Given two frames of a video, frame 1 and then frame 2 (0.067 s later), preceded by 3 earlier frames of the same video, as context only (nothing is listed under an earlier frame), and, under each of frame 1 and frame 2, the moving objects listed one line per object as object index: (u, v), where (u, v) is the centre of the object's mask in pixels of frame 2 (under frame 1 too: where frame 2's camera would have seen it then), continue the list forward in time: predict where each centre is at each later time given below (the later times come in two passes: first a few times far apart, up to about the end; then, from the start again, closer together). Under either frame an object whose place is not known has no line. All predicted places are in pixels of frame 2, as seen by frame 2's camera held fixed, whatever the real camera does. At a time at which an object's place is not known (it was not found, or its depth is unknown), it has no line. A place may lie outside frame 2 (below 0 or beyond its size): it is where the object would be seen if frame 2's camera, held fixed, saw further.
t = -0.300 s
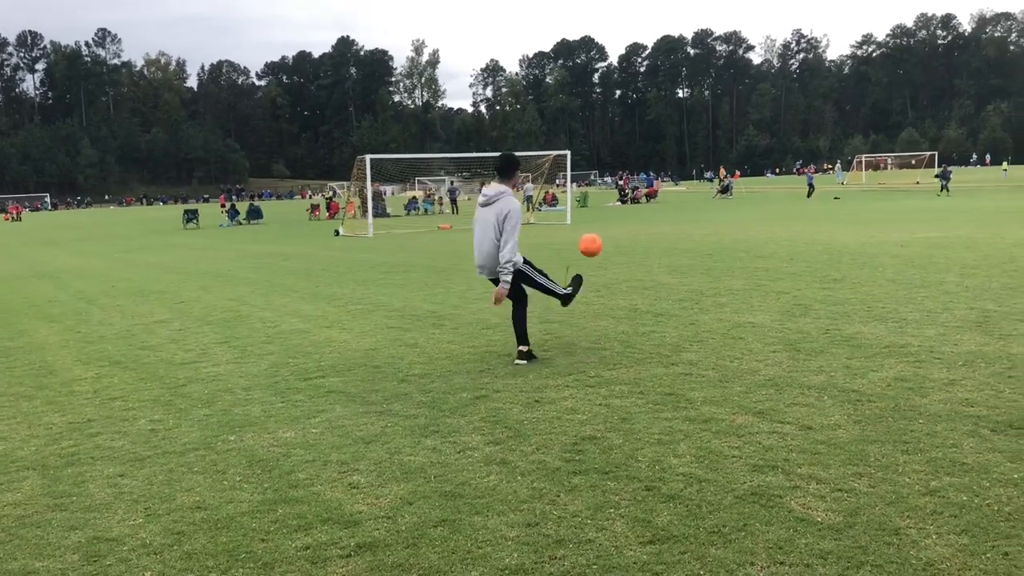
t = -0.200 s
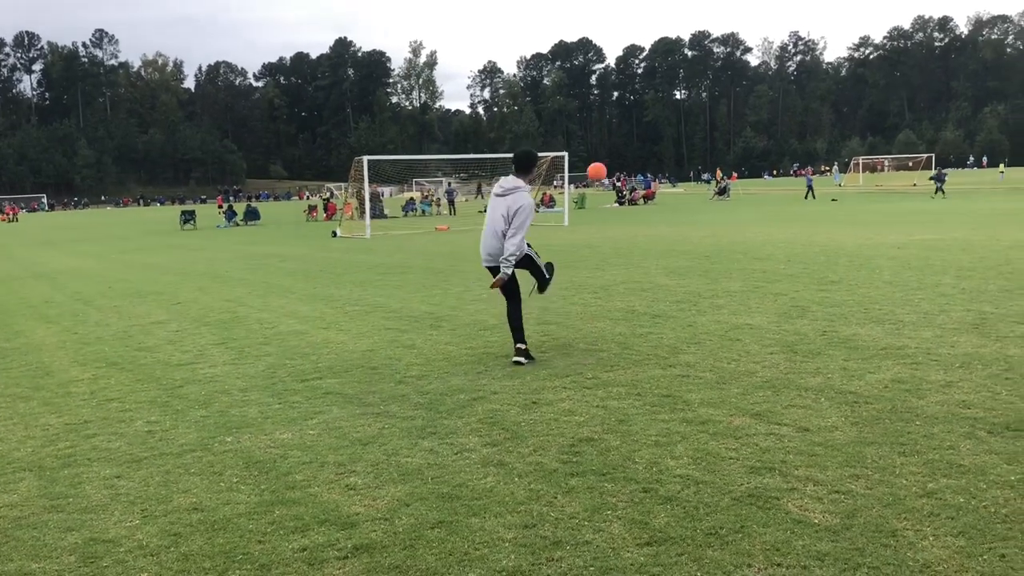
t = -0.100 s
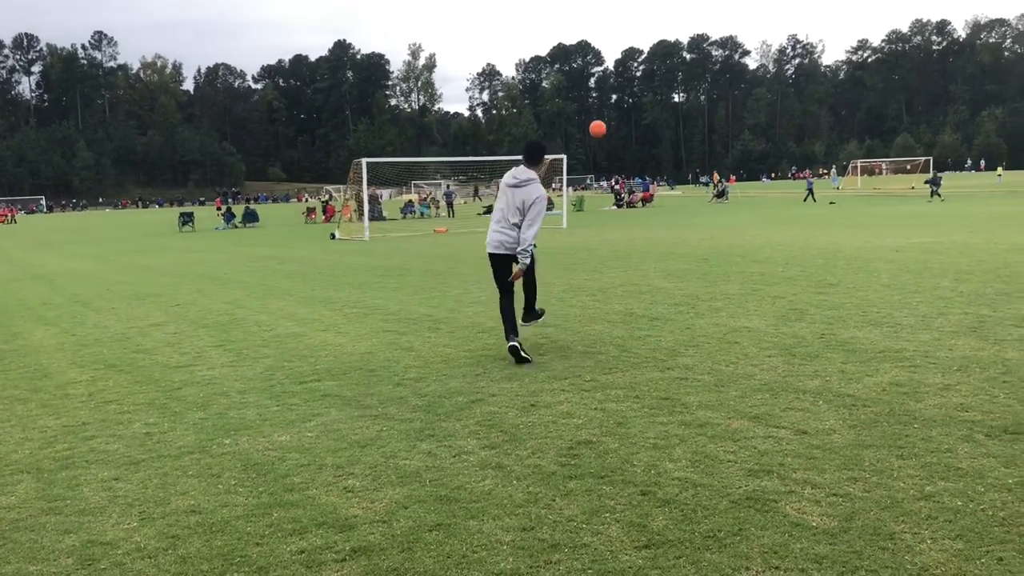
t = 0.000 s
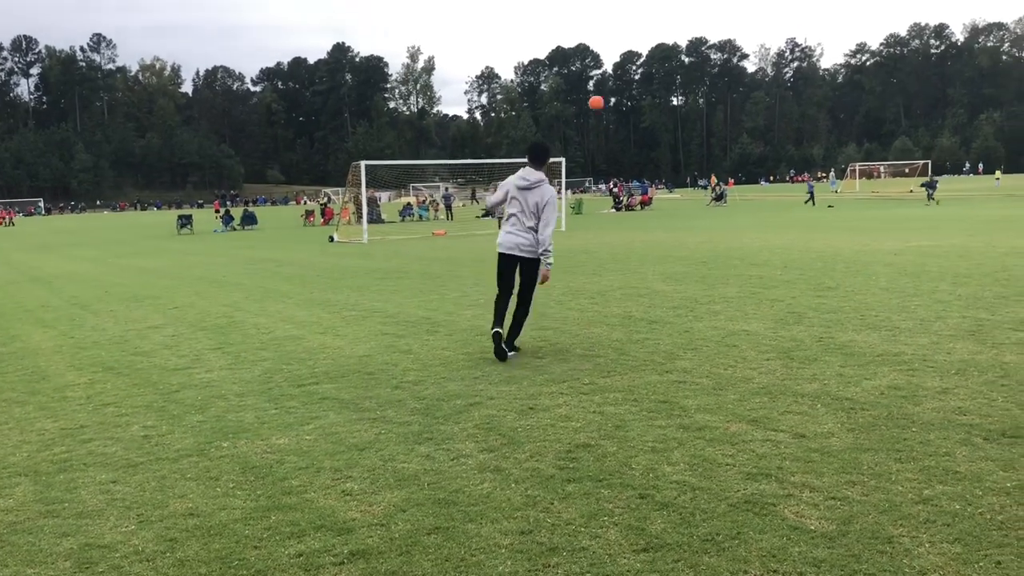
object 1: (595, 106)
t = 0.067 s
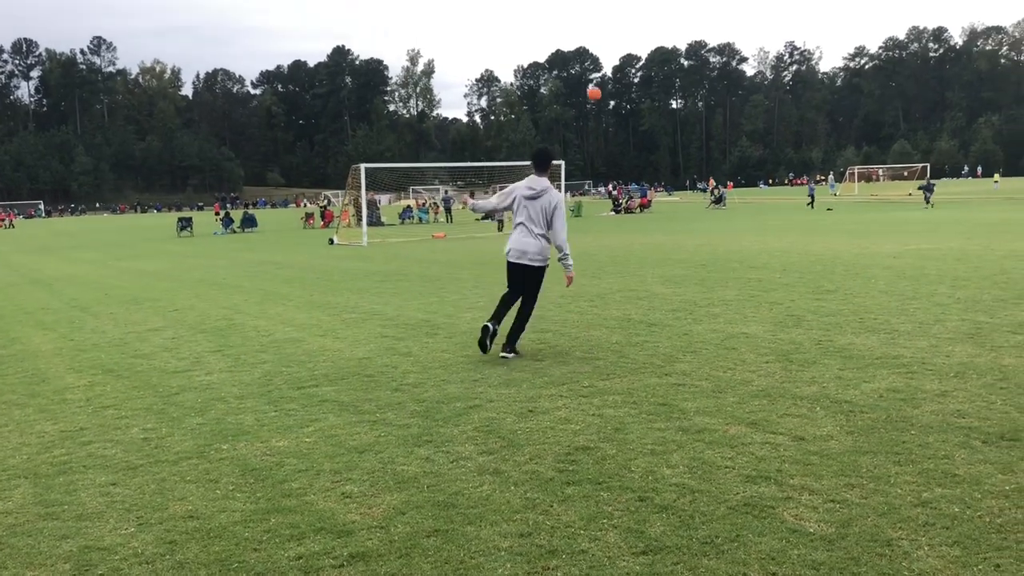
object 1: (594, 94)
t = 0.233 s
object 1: (587, 79)
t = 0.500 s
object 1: (573, 85)
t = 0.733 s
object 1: (558, 108)
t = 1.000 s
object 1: (540, 147)
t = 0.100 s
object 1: (593, 89)
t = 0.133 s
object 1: (592, 86)
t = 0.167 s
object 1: (591, 82)
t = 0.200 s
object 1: (589, 80)
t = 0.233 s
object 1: (587, 79)
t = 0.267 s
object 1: (585, 78)
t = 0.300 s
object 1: (584, 77)
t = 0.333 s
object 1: (583, 78)
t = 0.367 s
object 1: (580, 78)
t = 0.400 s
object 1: (578, 80)
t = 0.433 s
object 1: (576, 81)
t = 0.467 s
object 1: (574, 83)
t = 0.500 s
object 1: (573, 85)
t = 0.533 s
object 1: (571, 88)
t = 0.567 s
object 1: (568, 91)
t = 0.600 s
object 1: (566, 94)
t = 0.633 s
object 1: (564, 97)
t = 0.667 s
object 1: (562, 101)
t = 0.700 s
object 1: (560, 105)
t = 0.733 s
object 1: (558, 108)
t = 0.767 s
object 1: (555, 113)
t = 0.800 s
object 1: (553, 117)
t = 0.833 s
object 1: (551, 122)
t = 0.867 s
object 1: (549, 126)
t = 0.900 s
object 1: (547, 132)
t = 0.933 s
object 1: (545, 136)
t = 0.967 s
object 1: (542, 142)
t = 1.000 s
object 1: (540, 147)
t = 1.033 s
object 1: (538, 152)
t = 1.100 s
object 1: (534, 163)
